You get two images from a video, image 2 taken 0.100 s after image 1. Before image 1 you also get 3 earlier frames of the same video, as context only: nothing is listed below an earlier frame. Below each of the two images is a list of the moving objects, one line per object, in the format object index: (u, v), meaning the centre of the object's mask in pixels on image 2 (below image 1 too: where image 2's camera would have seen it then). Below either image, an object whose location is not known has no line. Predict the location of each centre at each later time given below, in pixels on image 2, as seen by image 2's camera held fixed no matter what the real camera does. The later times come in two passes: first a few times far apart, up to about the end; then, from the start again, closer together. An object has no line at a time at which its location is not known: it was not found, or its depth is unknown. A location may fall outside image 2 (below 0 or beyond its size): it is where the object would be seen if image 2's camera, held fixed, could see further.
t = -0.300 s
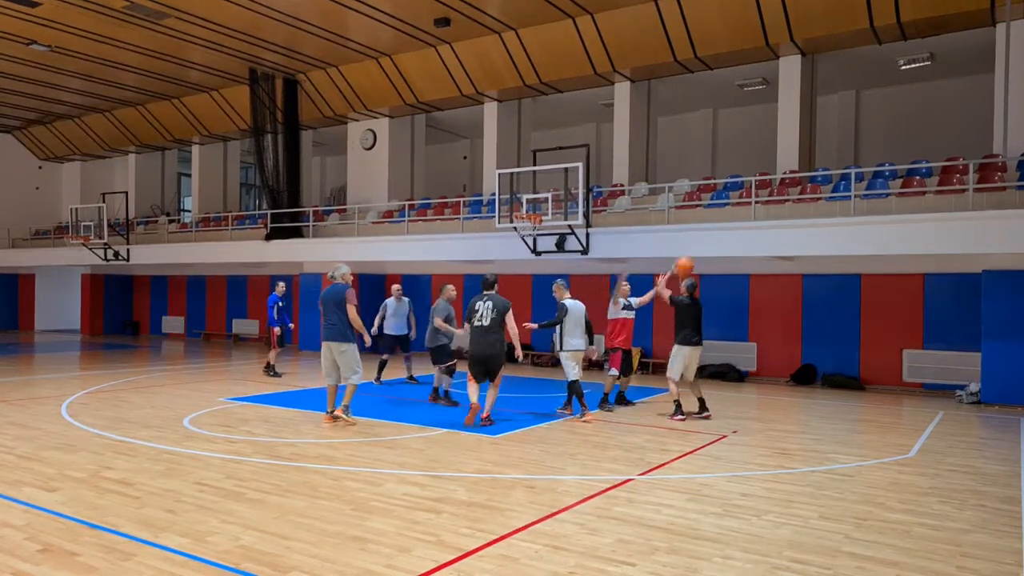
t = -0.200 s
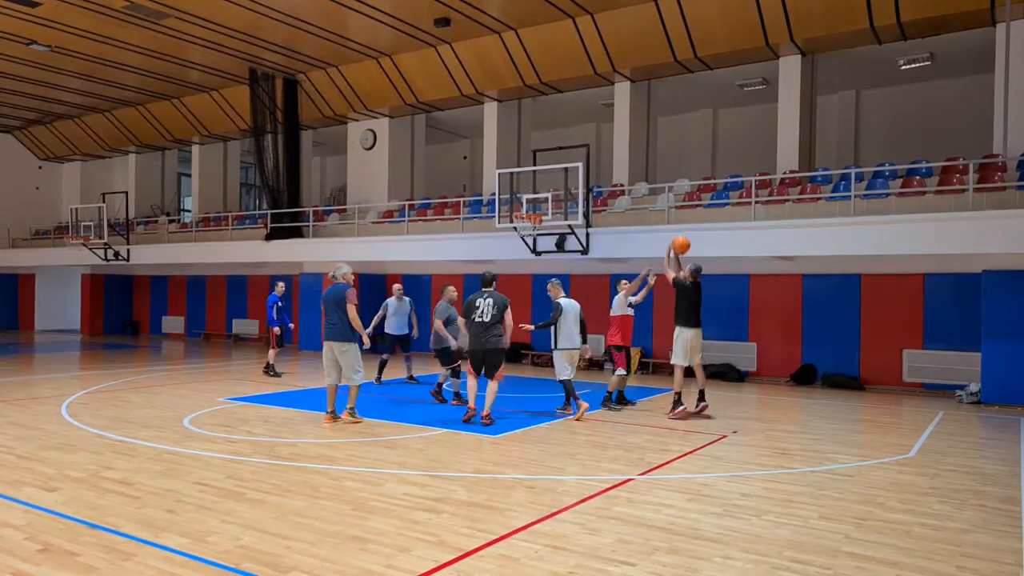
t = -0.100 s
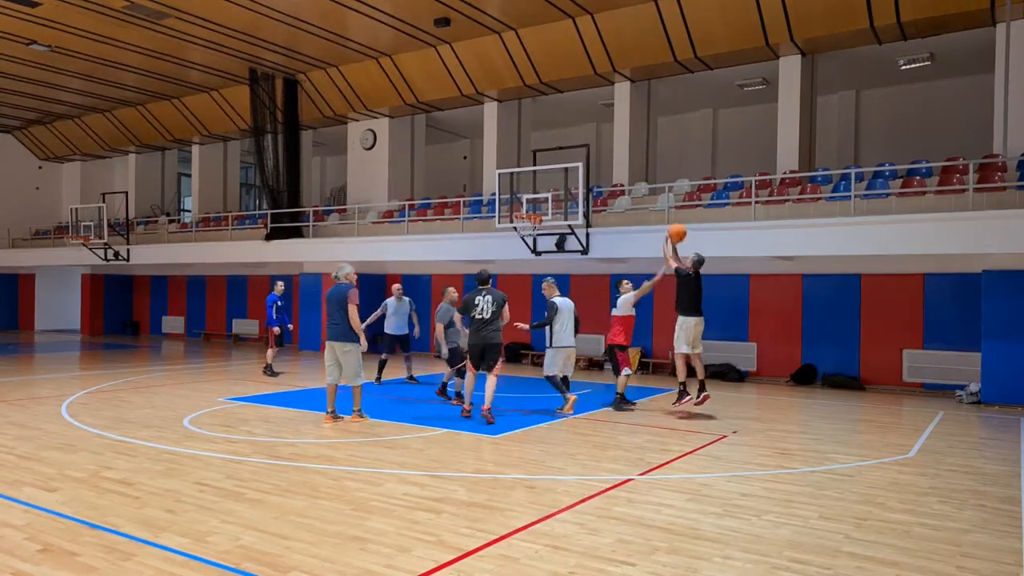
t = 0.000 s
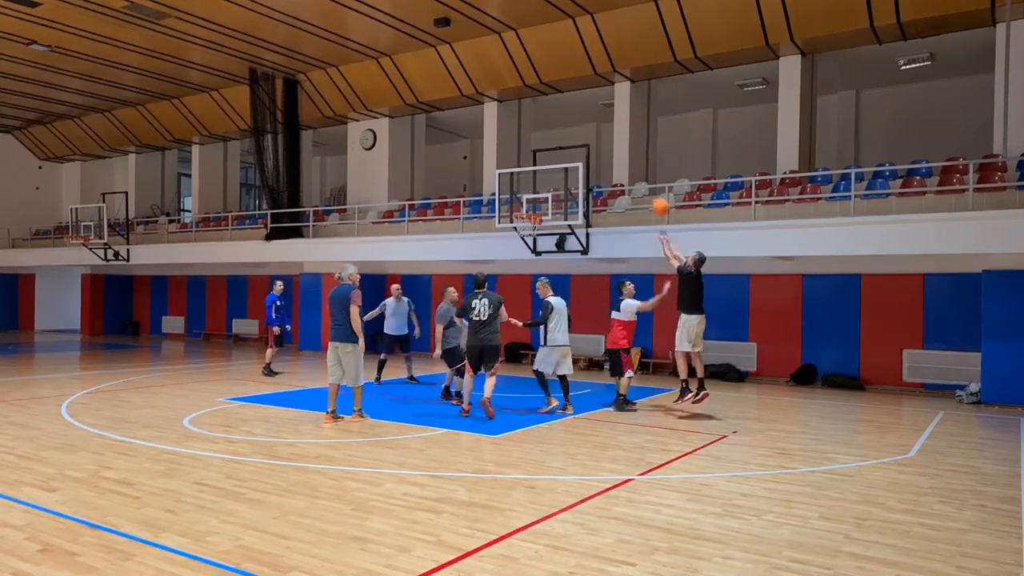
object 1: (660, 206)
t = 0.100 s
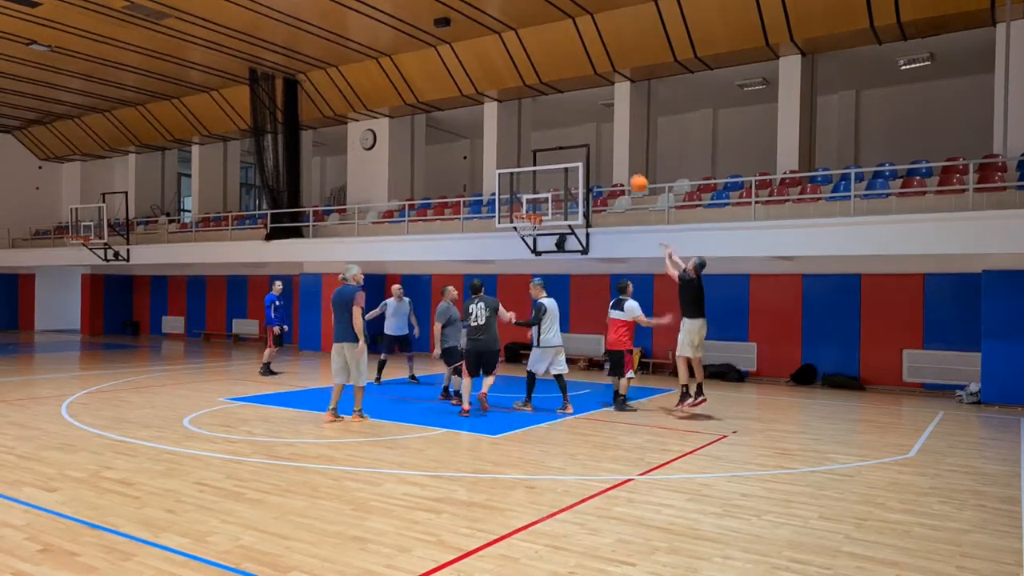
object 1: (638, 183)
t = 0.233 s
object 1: (611, 166)
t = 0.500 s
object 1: (564, 166)
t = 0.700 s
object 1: (534, 193)
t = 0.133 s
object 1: (632, 178)
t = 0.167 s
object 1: (625, 172)
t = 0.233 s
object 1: (611, 166)
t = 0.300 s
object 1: (599, 162)
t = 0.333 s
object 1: (593, 161)
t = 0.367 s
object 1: (587, 160)
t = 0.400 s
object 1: (582, 161)
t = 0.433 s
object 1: (575, 162)
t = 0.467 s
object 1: (570, 164)
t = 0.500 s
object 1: (564, 166)
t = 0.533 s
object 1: (558, 169)
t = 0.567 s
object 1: (553, 173)
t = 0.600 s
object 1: (546, 175)
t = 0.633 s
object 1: (543, 181)
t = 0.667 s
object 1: (538, 186)
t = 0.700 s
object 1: (534, 193)
